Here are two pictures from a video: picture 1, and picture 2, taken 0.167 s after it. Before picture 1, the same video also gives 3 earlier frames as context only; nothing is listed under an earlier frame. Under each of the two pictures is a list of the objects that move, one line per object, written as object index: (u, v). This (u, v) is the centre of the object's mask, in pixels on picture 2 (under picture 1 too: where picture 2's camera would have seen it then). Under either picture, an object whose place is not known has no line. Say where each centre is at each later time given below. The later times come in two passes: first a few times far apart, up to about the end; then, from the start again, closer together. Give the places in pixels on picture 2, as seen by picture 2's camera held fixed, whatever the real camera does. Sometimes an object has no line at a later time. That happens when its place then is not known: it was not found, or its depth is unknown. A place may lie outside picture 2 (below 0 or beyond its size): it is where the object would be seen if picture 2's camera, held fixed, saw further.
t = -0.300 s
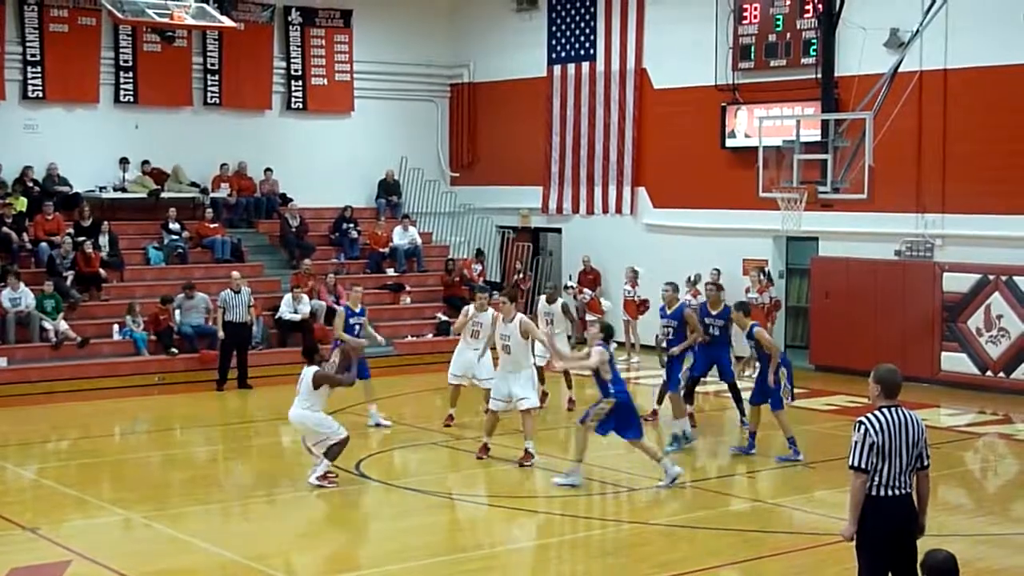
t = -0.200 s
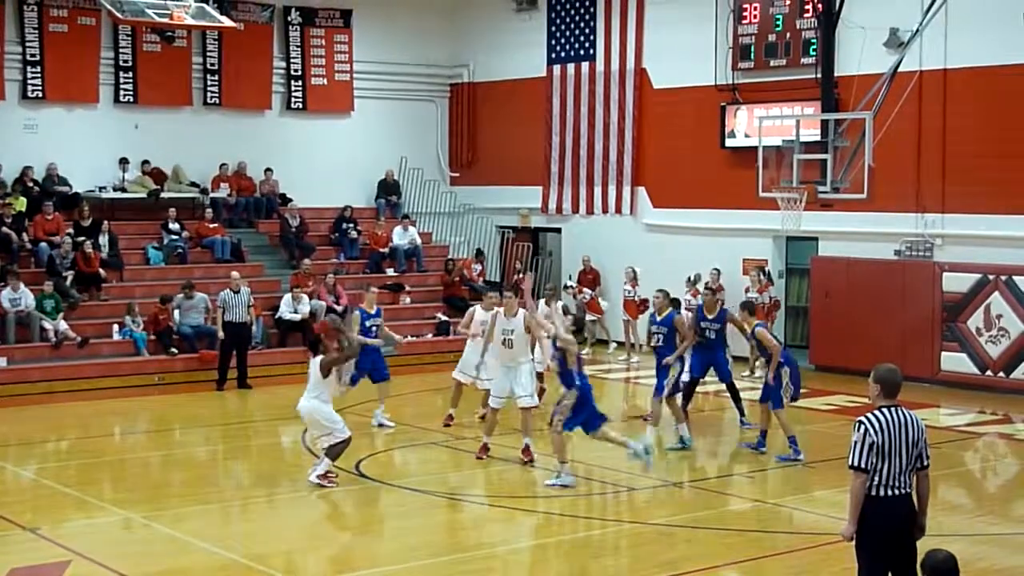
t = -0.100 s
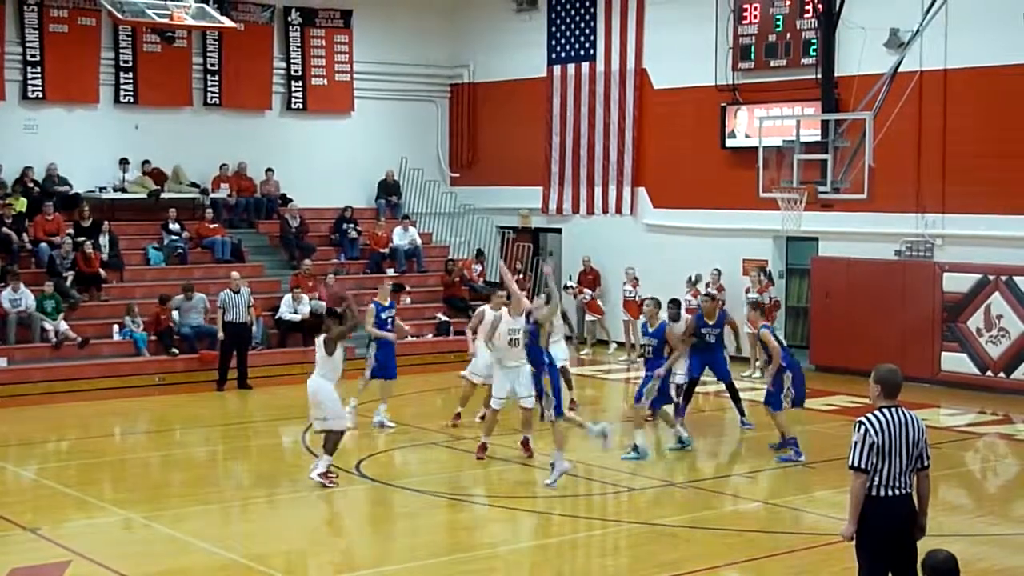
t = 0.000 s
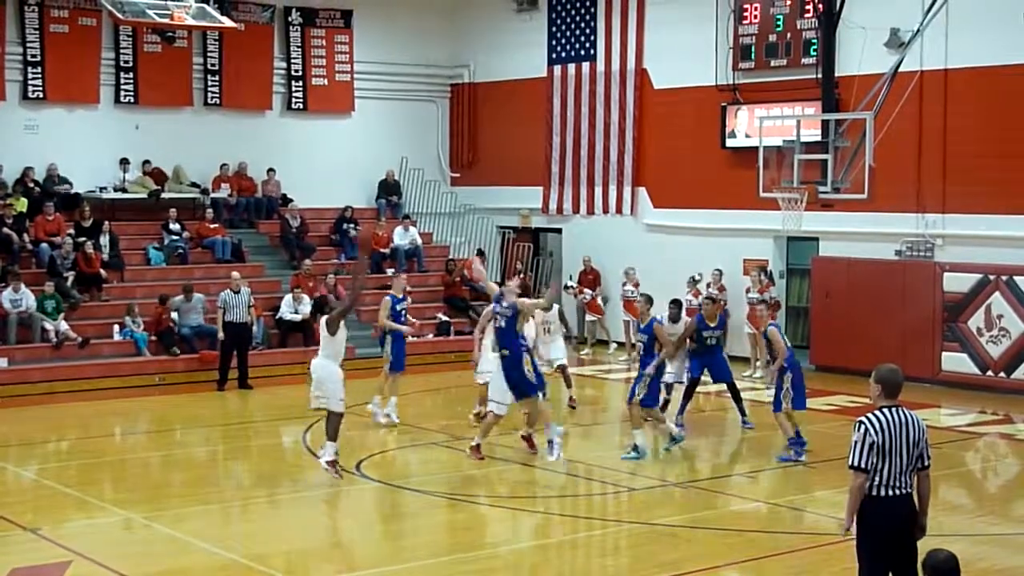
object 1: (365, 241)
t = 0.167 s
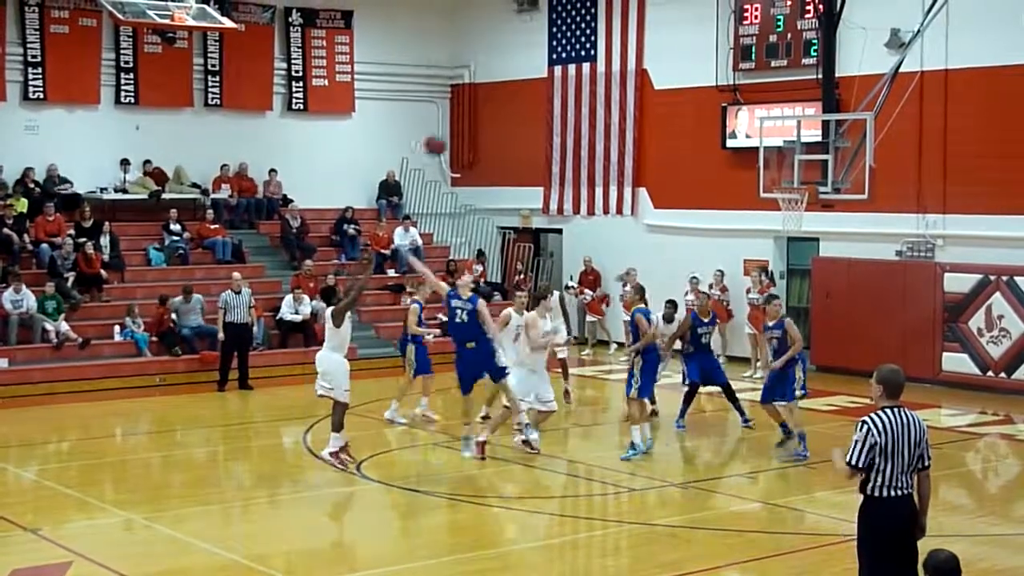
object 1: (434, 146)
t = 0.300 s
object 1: (489, 88)
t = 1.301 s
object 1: (793, 179)
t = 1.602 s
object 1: (665, 164)
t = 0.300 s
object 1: (489, 88)
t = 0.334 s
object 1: (502, 79)
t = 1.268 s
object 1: (801, 185)
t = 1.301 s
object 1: (793, 179)
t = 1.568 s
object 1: (681, 163)
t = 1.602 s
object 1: (665, 164)
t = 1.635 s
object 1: (655, 164)
